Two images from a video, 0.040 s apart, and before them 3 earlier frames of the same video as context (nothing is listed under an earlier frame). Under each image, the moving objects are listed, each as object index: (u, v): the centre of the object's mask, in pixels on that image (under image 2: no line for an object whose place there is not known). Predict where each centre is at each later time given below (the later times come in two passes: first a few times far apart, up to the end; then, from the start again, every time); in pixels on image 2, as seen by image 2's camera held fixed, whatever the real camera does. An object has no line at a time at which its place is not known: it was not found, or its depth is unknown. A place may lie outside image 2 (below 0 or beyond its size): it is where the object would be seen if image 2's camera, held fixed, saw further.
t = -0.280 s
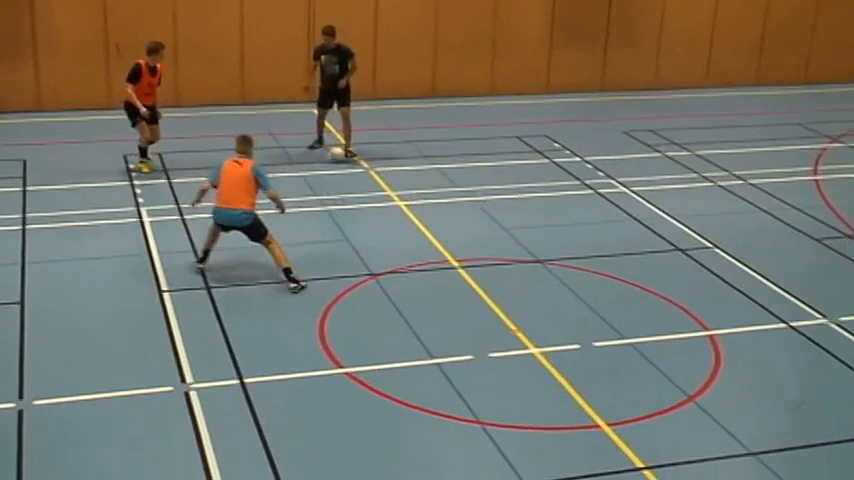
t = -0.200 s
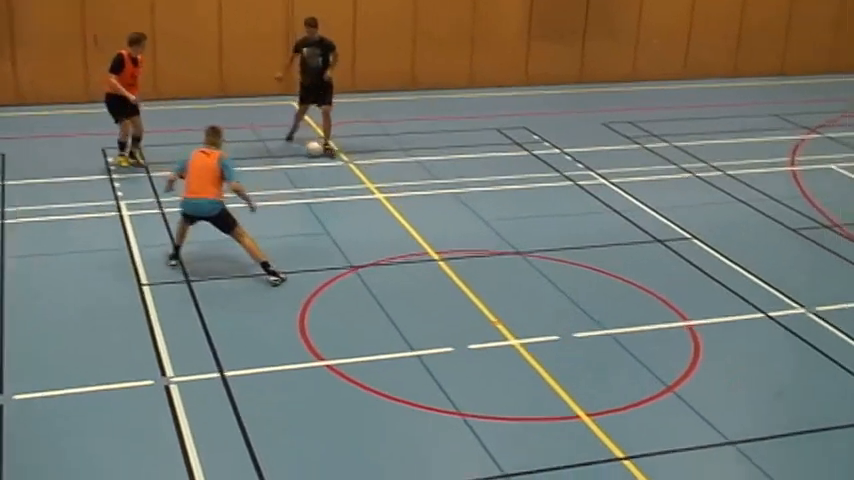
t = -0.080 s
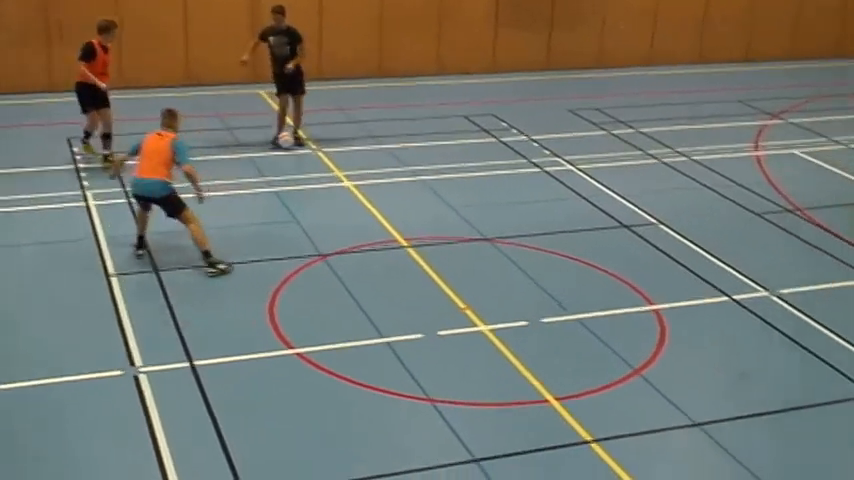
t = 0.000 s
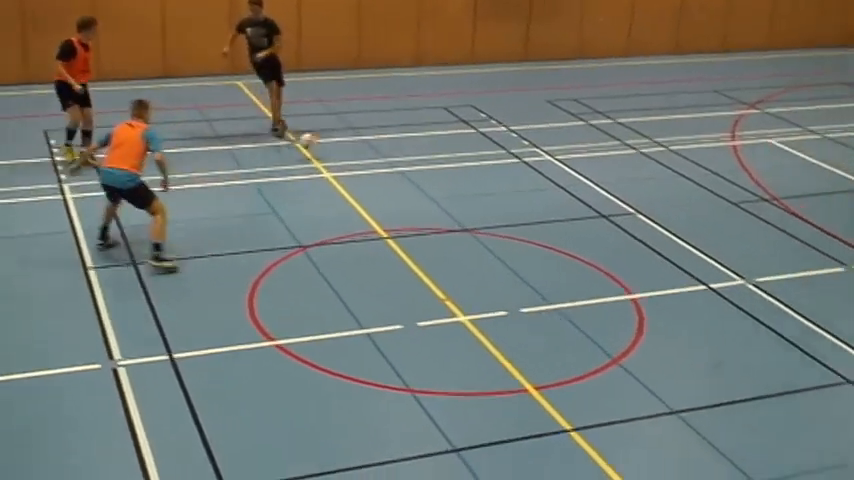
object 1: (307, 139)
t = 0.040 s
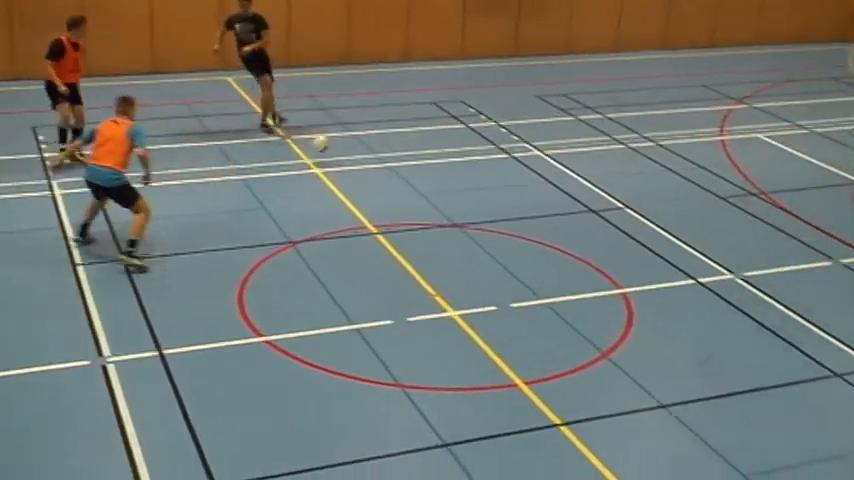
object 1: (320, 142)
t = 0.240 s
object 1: (453, 202)
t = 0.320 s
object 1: (506, 216)
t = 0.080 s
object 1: (345, 151)
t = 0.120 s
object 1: (370, 161)
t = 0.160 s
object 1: (397, 172)
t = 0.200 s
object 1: (424, 186)
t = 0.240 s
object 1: (453, 202)
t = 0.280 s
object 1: (479, 210)
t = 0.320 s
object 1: (506, 216)
